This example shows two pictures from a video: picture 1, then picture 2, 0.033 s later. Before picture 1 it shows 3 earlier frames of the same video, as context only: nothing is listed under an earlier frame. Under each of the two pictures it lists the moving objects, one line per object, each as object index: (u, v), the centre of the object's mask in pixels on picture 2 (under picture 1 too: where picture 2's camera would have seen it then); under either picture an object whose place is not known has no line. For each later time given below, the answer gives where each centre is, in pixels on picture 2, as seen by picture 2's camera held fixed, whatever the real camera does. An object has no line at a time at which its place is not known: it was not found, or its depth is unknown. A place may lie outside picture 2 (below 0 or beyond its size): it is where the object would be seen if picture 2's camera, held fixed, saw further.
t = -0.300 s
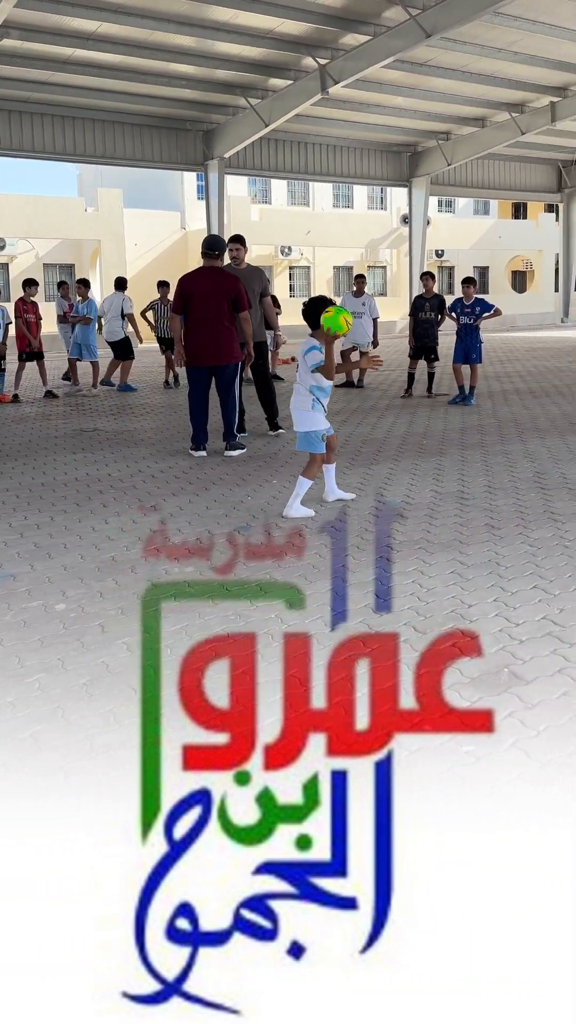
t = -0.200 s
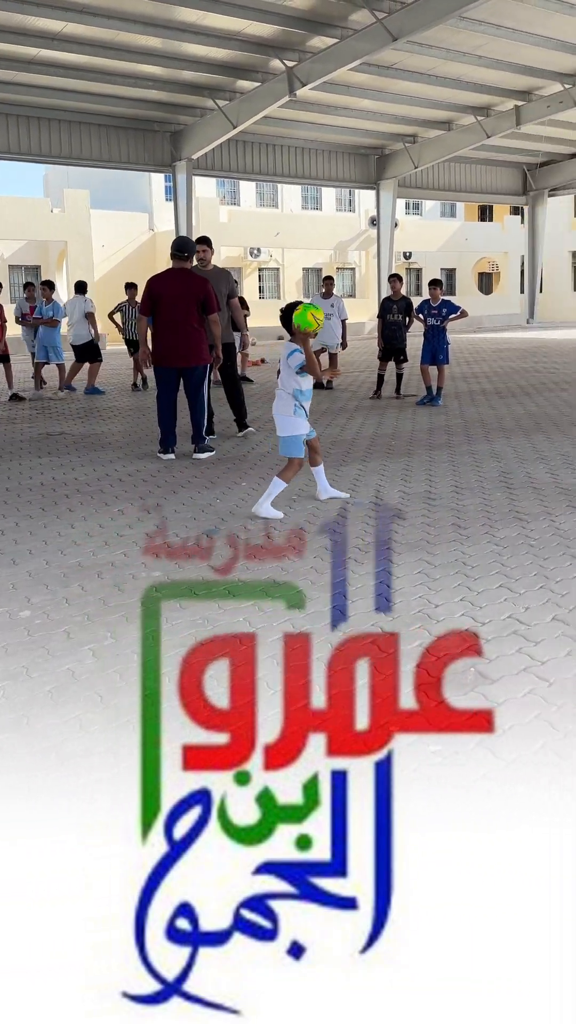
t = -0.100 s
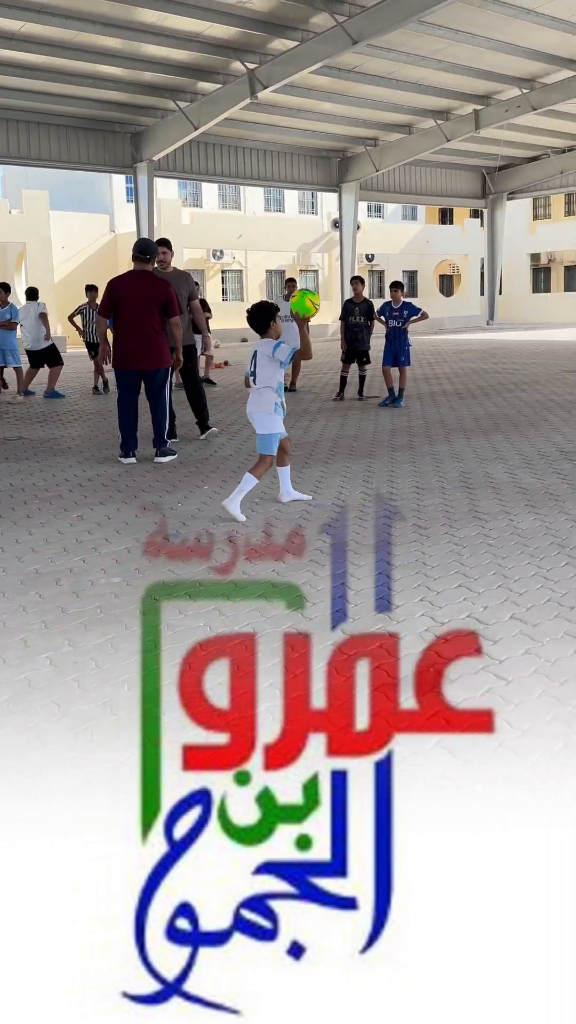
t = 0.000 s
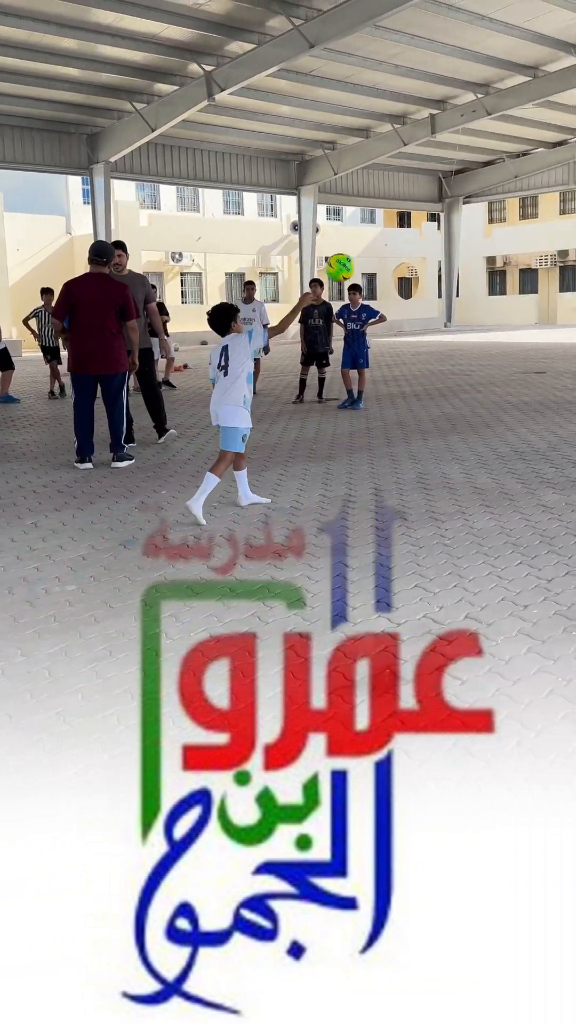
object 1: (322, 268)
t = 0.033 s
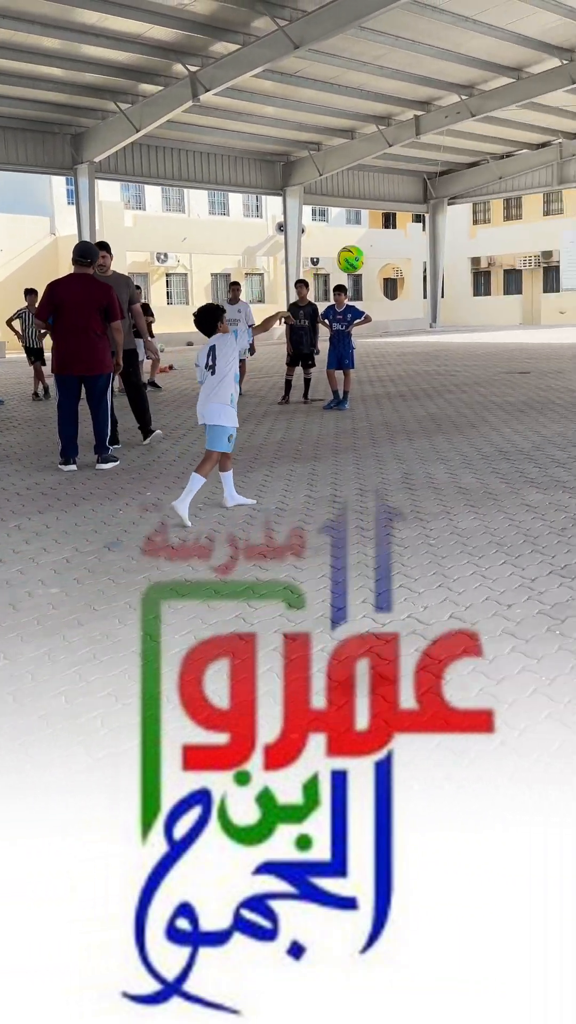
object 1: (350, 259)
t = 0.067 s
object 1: (377, 253)
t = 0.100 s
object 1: (402, 248)
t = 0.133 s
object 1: (425, 245)
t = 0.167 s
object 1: (446, 244)
